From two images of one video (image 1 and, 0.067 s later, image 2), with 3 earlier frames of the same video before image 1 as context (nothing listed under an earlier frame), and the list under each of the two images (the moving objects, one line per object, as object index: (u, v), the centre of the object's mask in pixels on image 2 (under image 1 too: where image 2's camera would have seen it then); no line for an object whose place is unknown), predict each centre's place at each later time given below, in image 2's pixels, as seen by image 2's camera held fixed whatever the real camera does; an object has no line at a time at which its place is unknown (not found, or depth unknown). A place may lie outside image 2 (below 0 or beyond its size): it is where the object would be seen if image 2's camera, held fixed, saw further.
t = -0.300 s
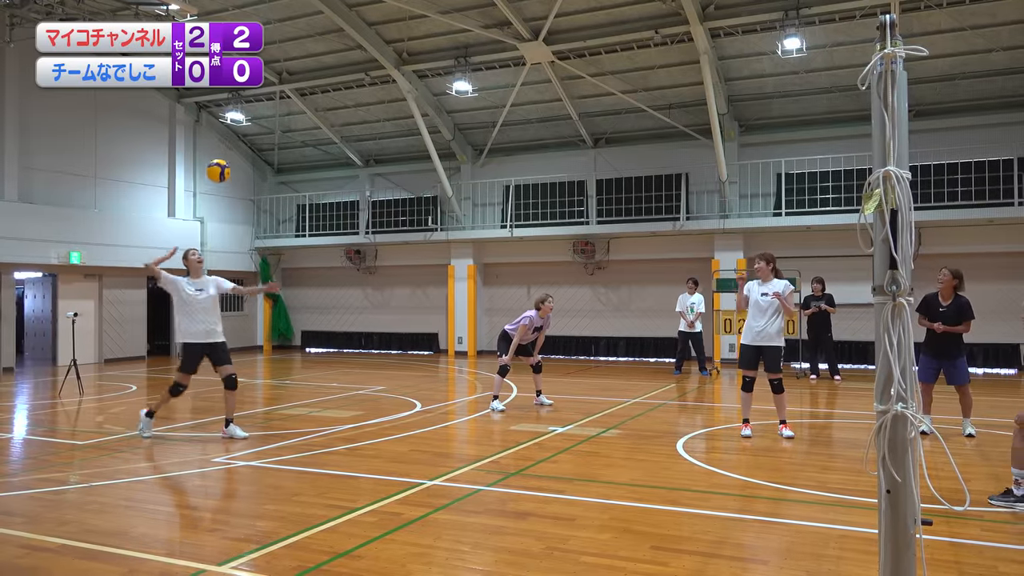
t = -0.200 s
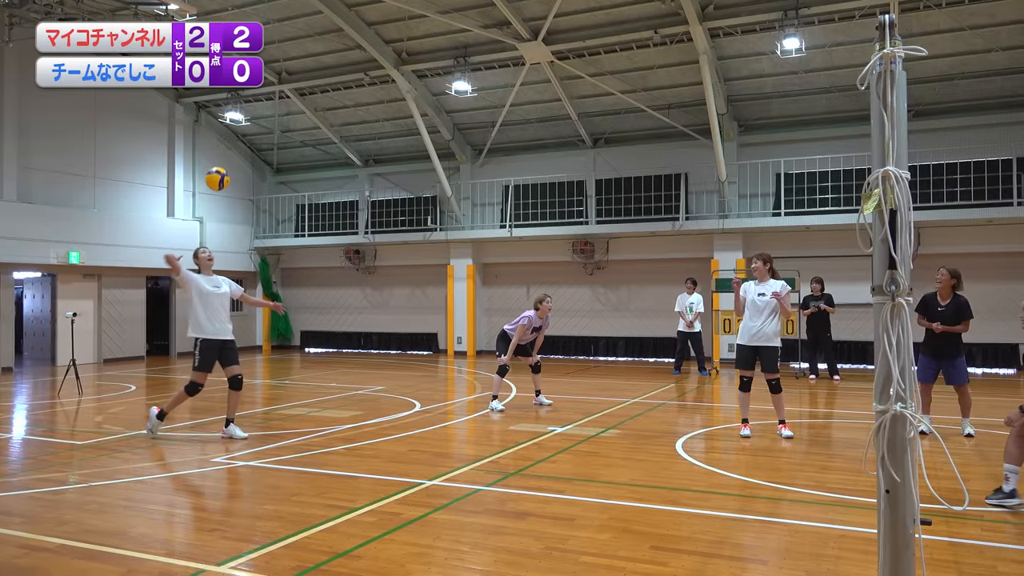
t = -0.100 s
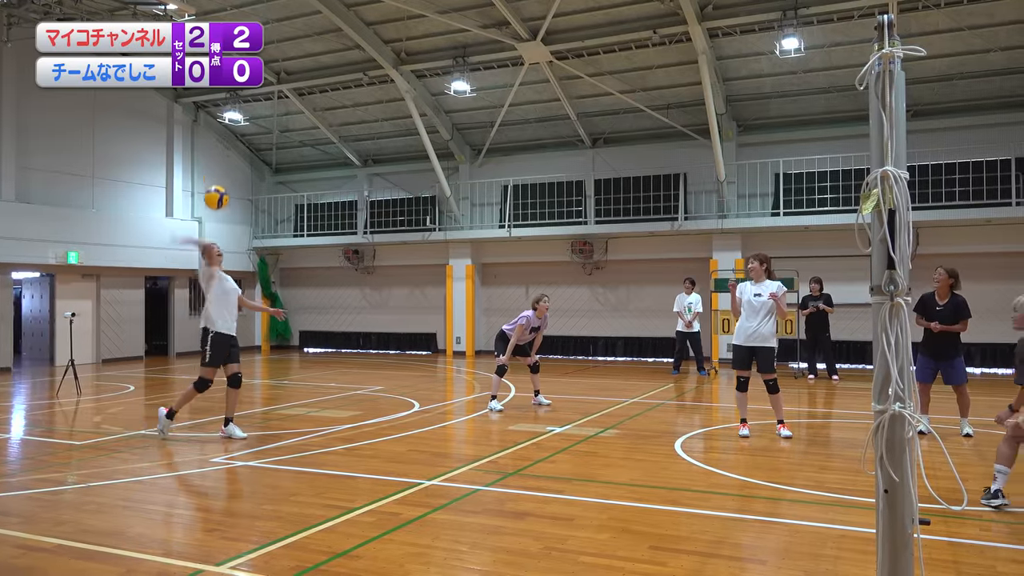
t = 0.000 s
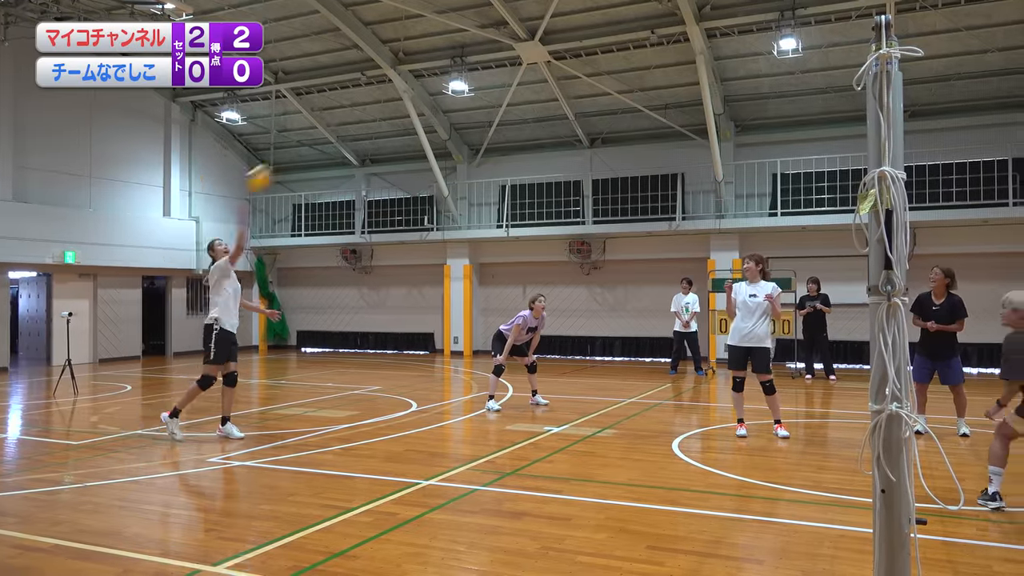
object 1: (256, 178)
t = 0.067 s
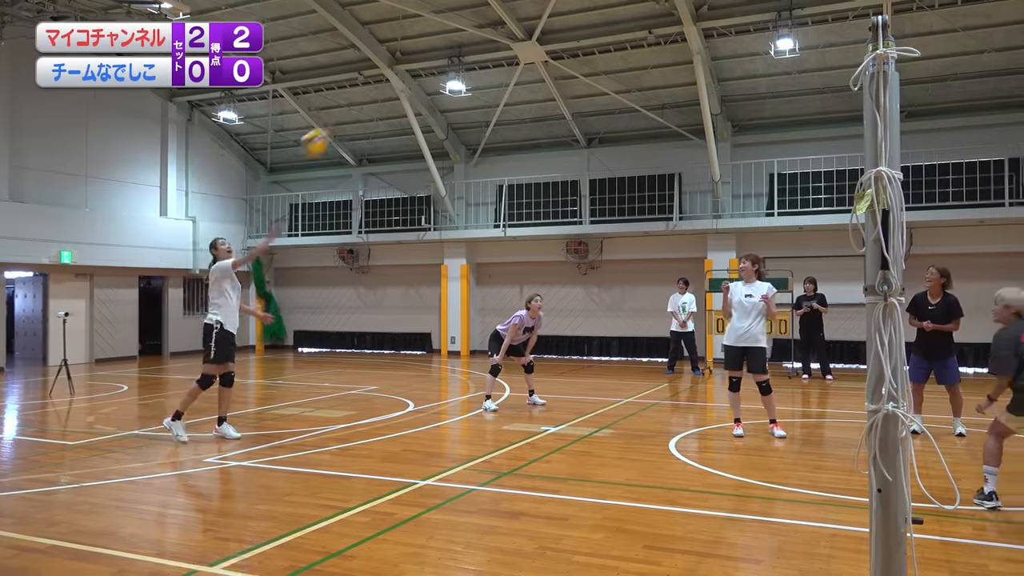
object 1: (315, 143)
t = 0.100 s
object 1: (345, 127)
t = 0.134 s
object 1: (373, 111)
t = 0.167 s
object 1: (402, 97)
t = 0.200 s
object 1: (430, 82)
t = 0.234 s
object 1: (455, 67)
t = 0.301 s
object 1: (514, 49)
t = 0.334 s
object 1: (540, 39)
